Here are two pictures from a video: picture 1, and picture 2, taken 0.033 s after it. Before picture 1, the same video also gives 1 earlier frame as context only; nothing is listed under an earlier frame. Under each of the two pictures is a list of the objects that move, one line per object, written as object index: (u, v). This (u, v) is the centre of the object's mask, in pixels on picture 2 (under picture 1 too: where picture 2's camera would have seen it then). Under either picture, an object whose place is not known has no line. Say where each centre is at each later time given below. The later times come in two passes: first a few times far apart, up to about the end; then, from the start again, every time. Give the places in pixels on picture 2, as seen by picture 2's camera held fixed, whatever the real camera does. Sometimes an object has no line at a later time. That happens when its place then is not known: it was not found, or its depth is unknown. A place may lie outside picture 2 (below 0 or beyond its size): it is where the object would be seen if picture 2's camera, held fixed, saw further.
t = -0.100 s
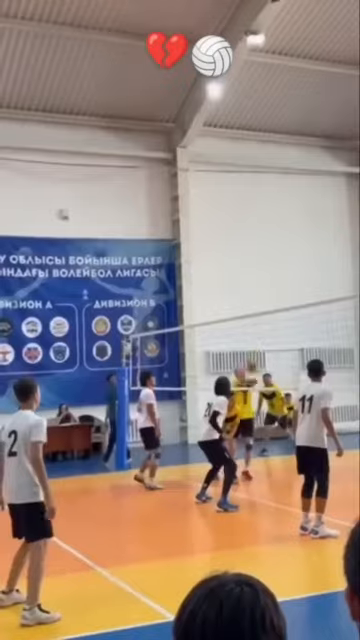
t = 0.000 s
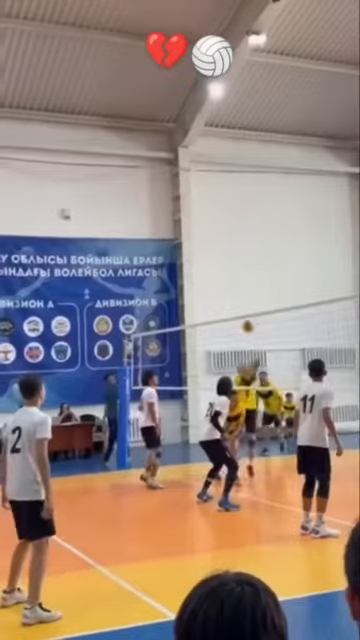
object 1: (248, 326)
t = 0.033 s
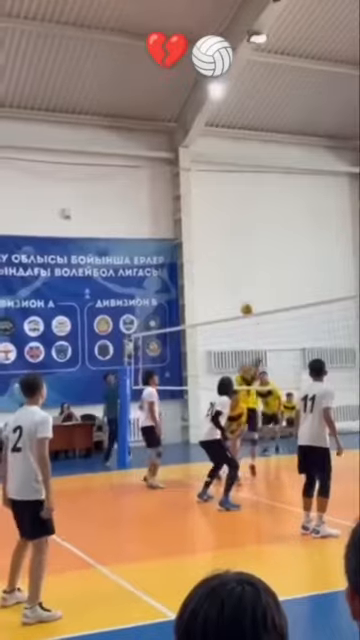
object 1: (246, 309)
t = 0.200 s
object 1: (240, 244)
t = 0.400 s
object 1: (234, 191)
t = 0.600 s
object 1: (229, 164)
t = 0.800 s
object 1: (225, 160)
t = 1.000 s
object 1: (221, 177)
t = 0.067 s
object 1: (245, 295)
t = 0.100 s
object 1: (244, 280)
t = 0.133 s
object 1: (243, 267)
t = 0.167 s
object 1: (241, 255)
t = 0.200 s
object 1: (240, 244)
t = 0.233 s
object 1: (239, 233)
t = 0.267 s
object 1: (238, 223)
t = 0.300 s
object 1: (237, 214)
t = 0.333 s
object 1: (236, 206)
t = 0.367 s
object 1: (236, 198)
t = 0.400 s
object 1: (234, 191)
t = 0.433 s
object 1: (233, 185)
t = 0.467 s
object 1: (232, 180)
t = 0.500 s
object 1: (231, 175)
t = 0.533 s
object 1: (230, 171)
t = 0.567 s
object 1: (229, 167)
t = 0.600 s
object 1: (229, 164)
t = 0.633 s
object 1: (228, 162)
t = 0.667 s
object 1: (227, 161)
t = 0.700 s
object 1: (226, 159)
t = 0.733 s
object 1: (226, 159)
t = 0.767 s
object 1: (225, 160)
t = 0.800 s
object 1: (225, 160)
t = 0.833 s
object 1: (224, 161)
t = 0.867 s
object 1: (223, 164)
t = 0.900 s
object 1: (223, 166)
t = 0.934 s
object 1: (222, 169)
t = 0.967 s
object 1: (222, 173)
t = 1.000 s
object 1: (221, 177)
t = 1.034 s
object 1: (221, 183)
